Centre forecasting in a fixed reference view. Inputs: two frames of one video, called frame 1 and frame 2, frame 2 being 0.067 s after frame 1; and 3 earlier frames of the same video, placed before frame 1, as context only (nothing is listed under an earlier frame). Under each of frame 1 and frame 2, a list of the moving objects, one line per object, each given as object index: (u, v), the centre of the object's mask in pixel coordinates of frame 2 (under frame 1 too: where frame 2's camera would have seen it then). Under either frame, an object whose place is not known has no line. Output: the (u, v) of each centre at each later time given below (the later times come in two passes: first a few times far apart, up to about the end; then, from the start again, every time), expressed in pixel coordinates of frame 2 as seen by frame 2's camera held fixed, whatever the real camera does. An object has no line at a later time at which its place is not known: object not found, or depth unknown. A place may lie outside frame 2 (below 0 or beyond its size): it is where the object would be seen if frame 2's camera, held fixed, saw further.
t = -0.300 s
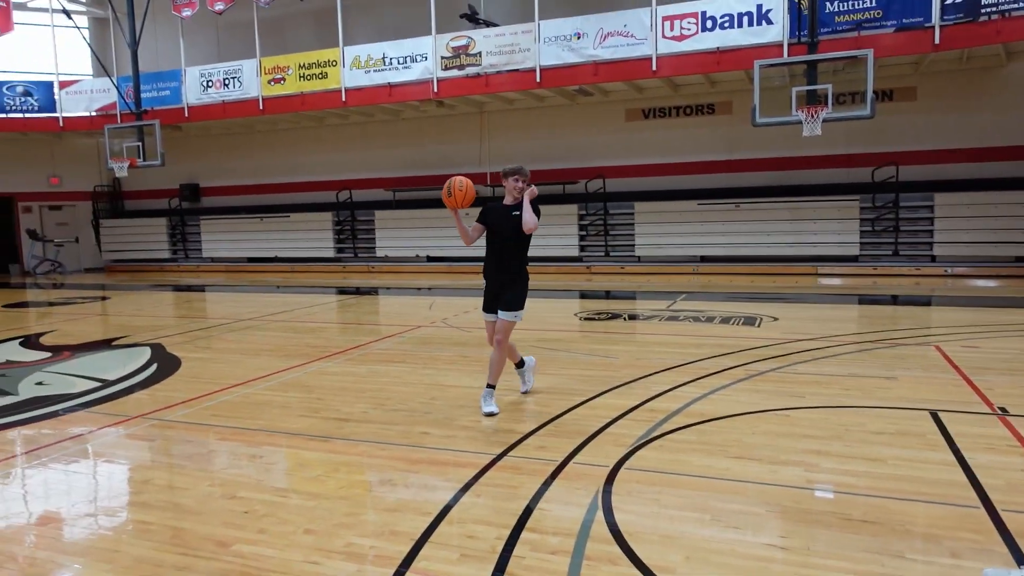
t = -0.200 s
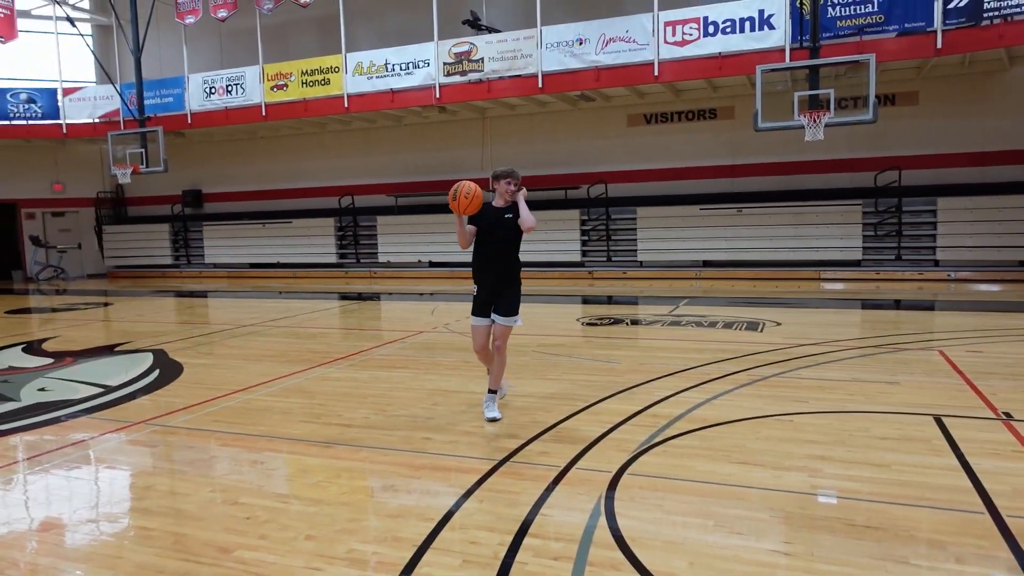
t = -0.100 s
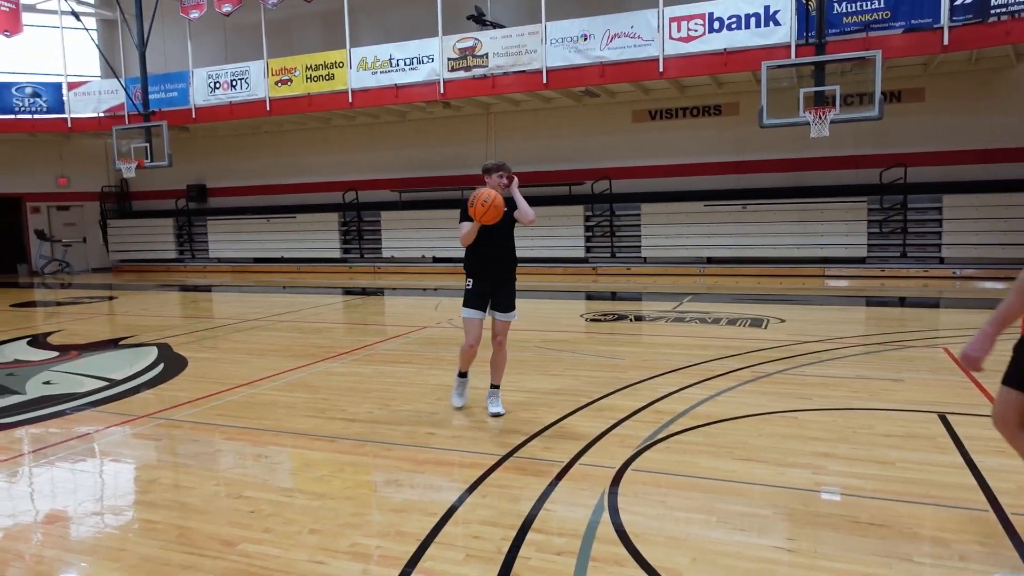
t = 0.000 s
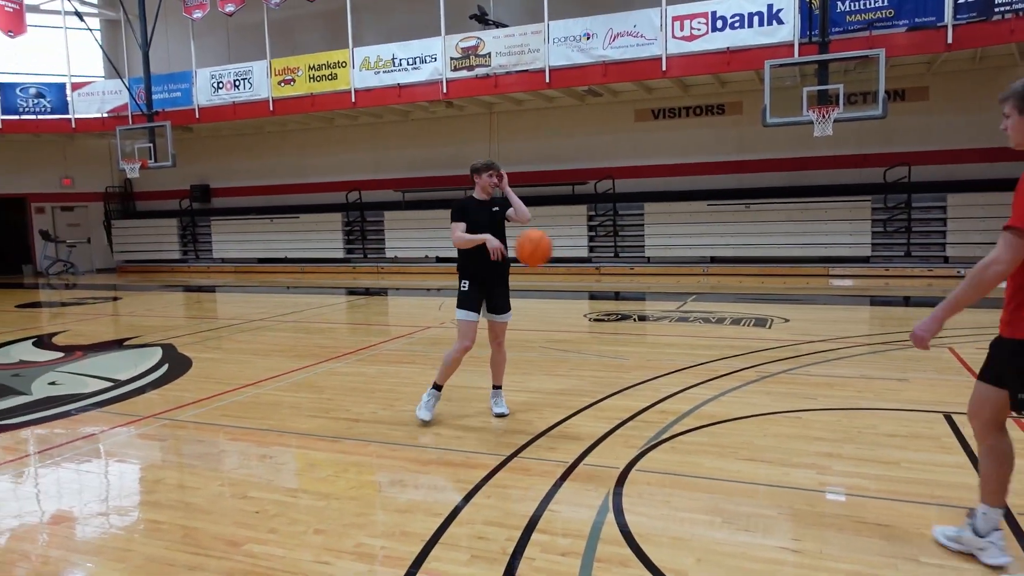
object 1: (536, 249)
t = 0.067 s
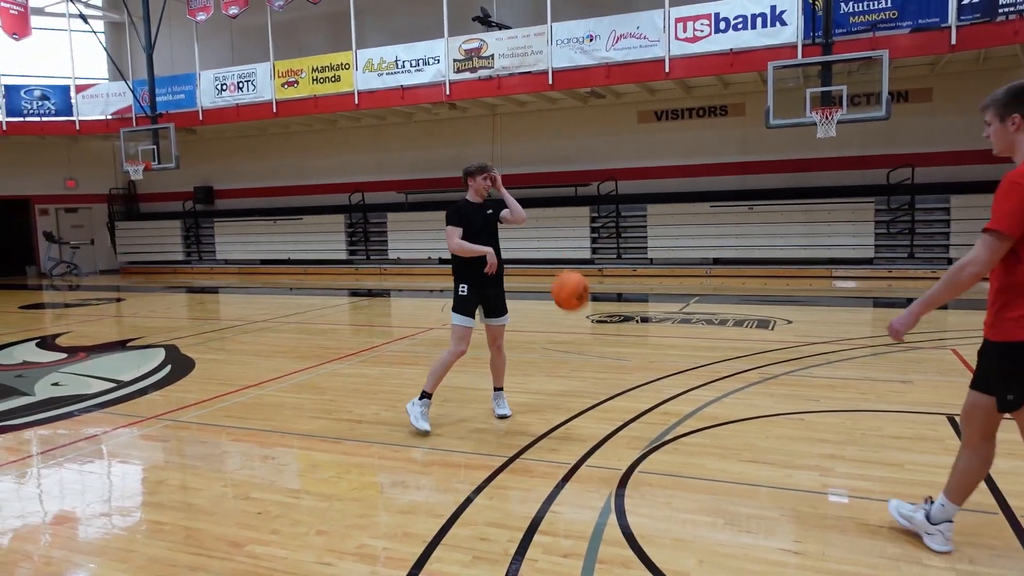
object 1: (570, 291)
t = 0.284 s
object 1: (688, 439)
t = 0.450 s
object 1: (746, 344)
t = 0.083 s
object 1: (579, 303)
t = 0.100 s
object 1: (588, 315)
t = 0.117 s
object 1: (597, 329)
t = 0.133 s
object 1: (607, 343)
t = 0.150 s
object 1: (617, 358)
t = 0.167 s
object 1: (626, 373)
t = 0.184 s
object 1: (636, 389)
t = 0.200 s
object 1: (647, 406)
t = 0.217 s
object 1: (657, 425)
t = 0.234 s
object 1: (668, 444)
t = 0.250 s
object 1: (677, 461)
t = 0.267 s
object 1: (683, 451)
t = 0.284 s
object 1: (688, 439)
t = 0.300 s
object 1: (694, 428)
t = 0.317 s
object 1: (699, 417)
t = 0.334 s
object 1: (705, 407)
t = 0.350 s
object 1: (710, 397)
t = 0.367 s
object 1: (716, 388)
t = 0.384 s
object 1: (722, 378)
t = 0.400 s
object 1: (727, 369)
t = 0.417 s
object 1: (734, 360)
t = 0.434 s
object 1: (740, 352)
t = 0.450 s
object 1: (746, 344)
